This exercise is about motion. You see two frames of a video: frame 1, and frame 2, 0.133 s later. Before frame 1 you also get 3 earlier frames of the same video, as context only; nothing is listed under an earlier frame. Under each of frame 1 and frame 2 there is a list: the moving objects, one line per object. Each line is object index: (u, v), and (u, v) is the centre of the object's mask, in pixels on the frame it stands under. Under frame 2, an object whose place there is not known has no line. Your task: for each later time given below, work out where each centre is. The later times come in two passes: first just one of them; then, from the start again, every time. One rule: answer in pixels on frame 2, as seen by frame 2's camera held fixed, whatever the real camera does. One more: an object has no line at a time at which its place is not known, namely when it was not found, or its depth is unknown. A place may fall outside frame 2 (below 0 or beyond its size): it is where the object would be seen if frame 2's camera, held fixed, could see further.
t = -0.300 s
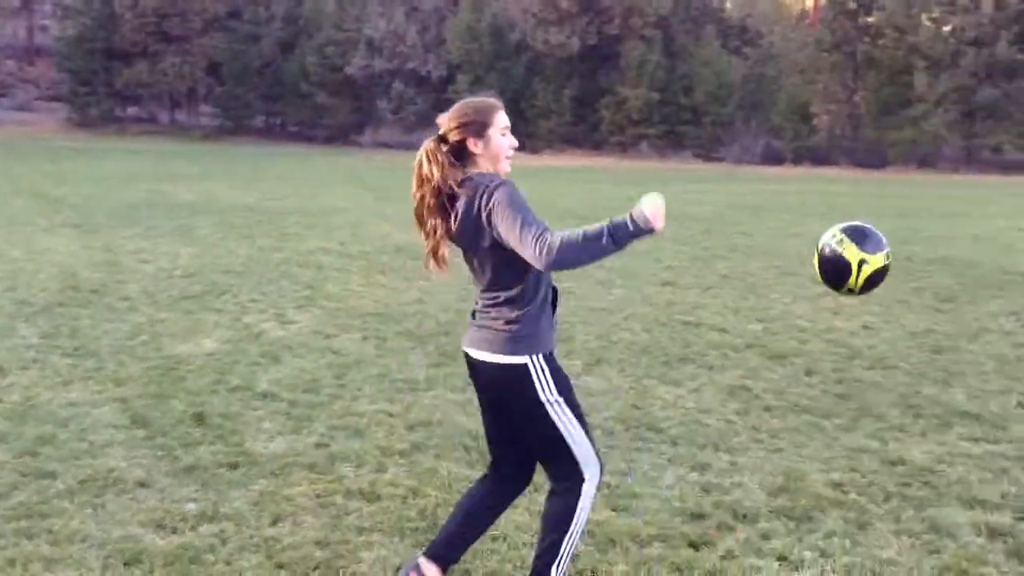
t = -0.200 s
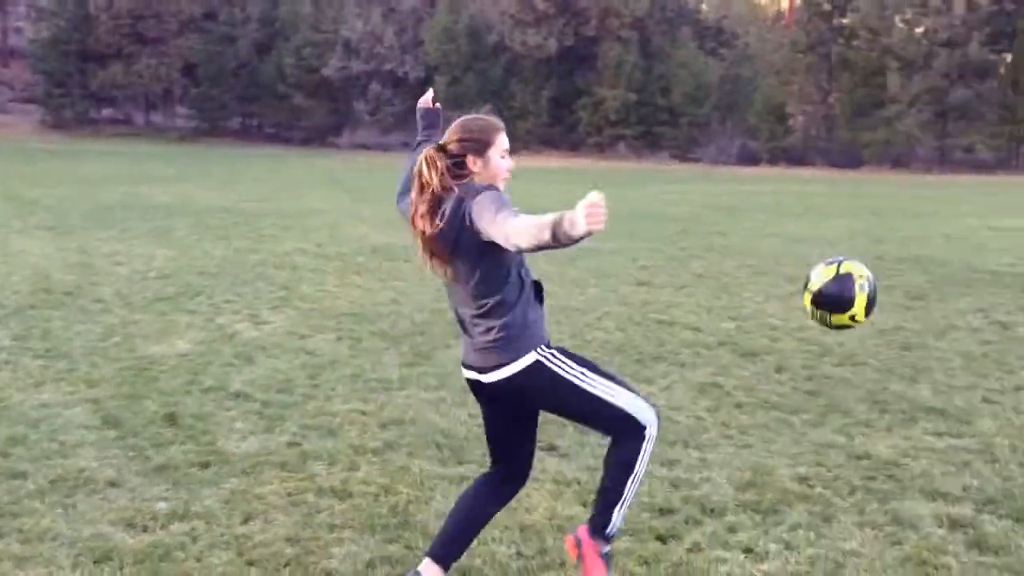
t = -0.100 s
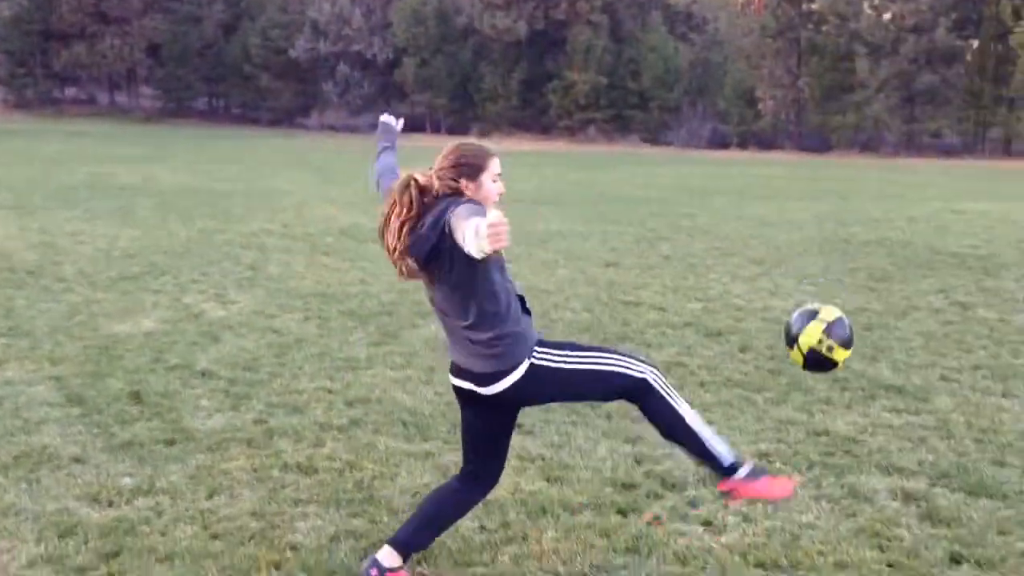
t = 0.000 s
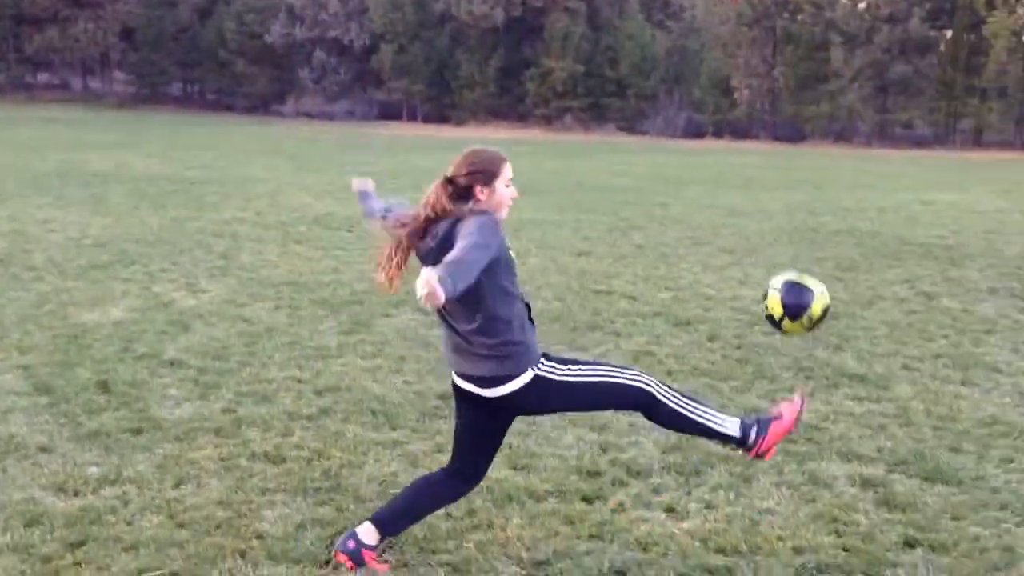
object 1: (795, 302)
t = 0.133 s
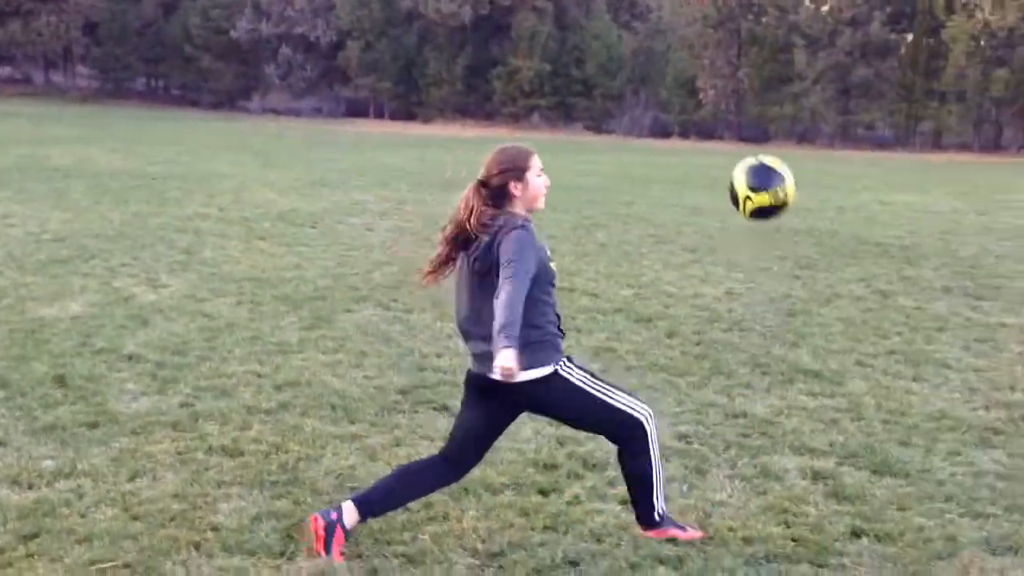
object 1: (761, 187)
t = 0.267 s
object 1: (772, 123)
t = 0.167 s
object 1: (764, 167)
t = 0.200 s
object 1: (768, 150)
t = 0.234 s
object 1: (770, 135)
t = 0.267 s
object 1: (772, 123)
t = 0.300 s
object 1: (776, 113)
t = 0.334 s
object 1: (777, 107)
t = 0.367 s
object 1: (779, 105)
